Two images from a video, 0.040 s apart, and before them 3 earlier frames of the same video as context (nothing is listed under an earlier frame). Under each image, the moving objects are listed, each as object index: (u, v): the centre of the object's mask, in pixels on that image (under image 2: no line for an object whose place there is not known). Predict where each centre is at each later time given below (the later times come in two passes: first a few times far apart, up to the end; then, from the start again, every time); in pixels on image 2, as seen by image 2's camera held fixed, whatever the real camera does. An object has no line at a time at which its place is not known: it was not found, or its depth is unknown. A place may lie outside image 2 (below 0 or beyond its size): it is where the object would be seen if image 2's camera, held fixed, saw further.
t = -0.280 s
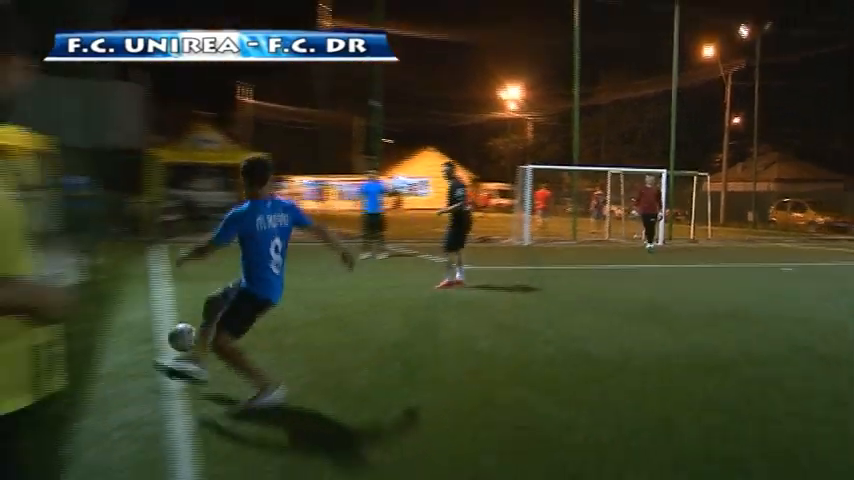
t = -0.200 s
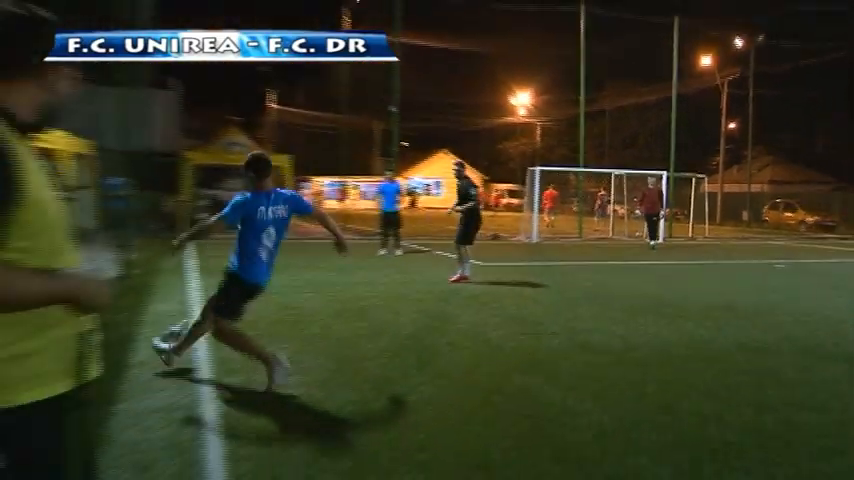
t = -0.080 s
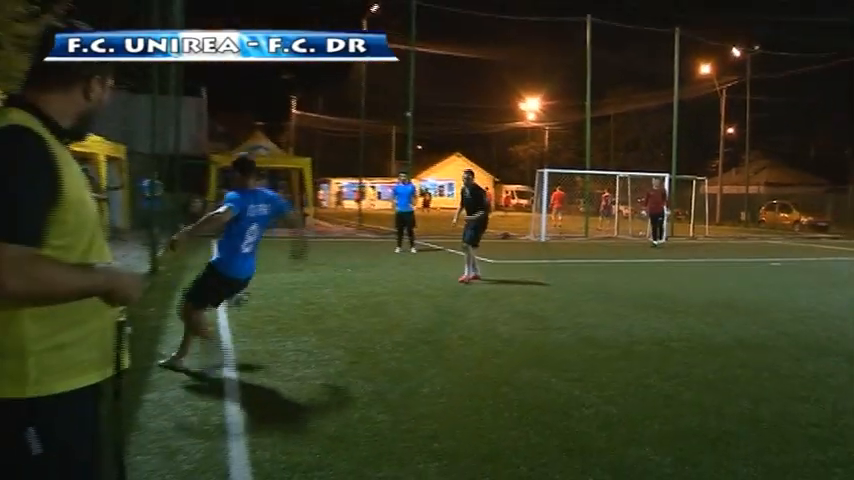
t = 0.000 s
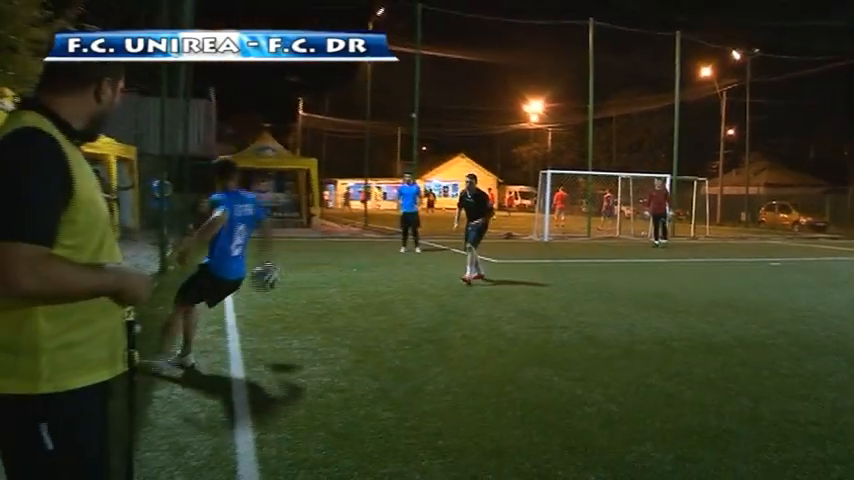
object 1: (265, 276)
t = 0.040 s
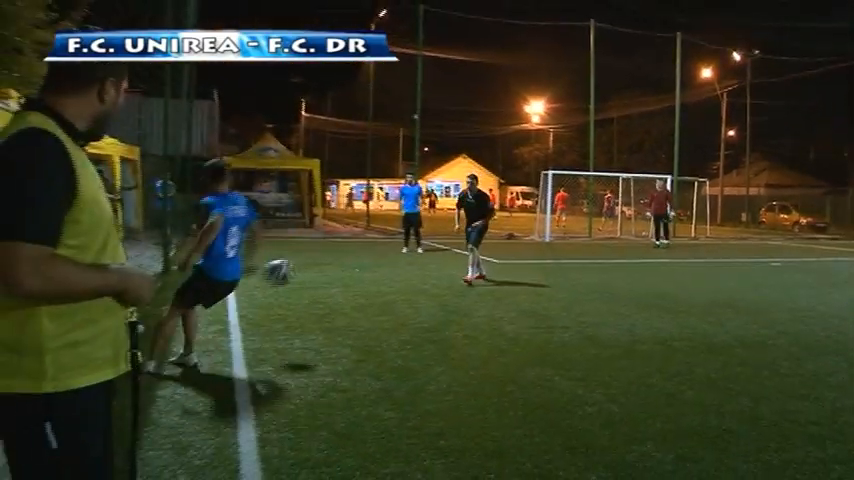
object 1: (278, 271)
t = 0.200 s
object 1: (320, 271)
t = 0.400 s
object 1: (369, 310)
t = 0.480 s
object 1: (387, 332)
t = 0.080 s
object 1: (289, 269)
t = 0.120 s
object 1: (300, 268)
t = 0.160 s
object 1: (310, 269)
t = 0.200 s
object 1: (320, 271)
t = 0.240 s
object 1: (332, 276)
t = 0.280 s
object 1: (341, 282)
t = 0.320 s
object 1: (350, 290)
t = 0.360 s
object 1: (361, 301)
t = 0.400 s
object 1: (369, 310)
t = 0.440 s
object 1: (380, 326)
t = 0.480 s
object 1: (387, 332)
